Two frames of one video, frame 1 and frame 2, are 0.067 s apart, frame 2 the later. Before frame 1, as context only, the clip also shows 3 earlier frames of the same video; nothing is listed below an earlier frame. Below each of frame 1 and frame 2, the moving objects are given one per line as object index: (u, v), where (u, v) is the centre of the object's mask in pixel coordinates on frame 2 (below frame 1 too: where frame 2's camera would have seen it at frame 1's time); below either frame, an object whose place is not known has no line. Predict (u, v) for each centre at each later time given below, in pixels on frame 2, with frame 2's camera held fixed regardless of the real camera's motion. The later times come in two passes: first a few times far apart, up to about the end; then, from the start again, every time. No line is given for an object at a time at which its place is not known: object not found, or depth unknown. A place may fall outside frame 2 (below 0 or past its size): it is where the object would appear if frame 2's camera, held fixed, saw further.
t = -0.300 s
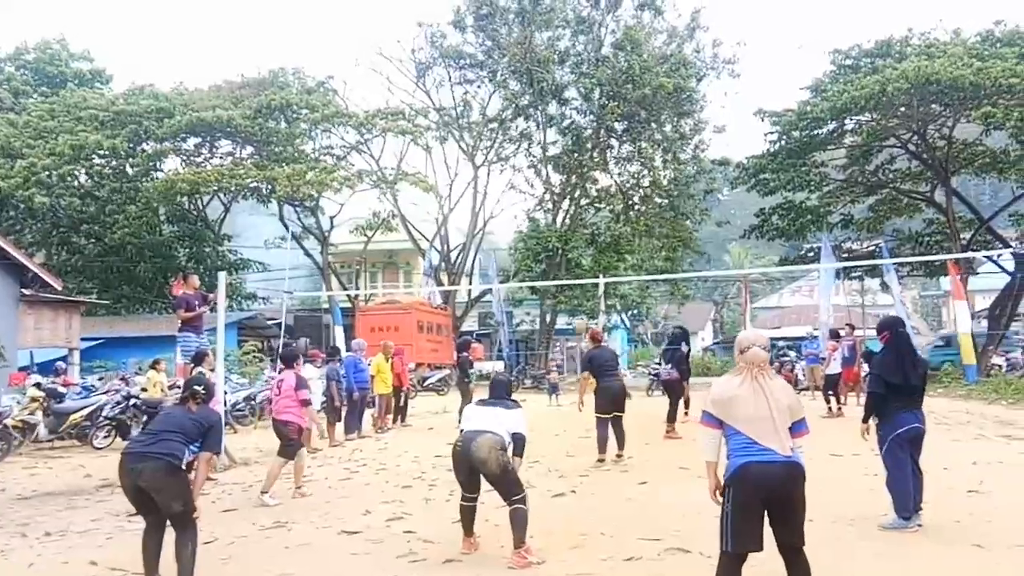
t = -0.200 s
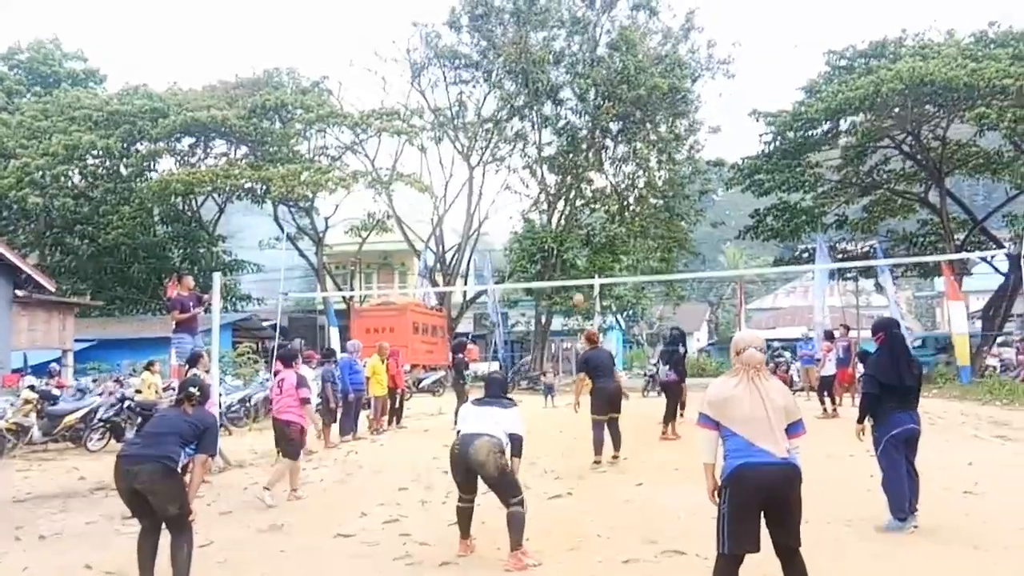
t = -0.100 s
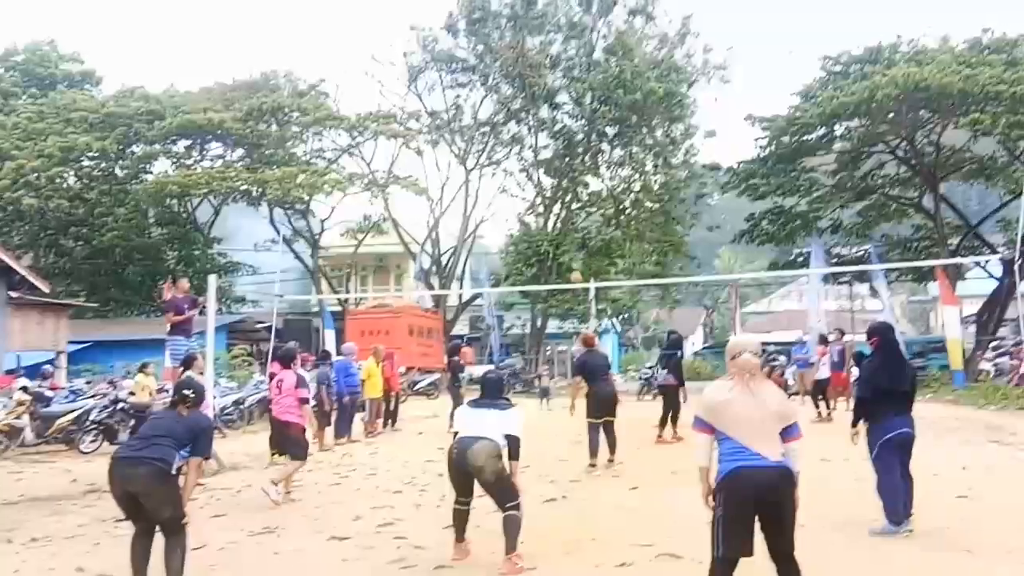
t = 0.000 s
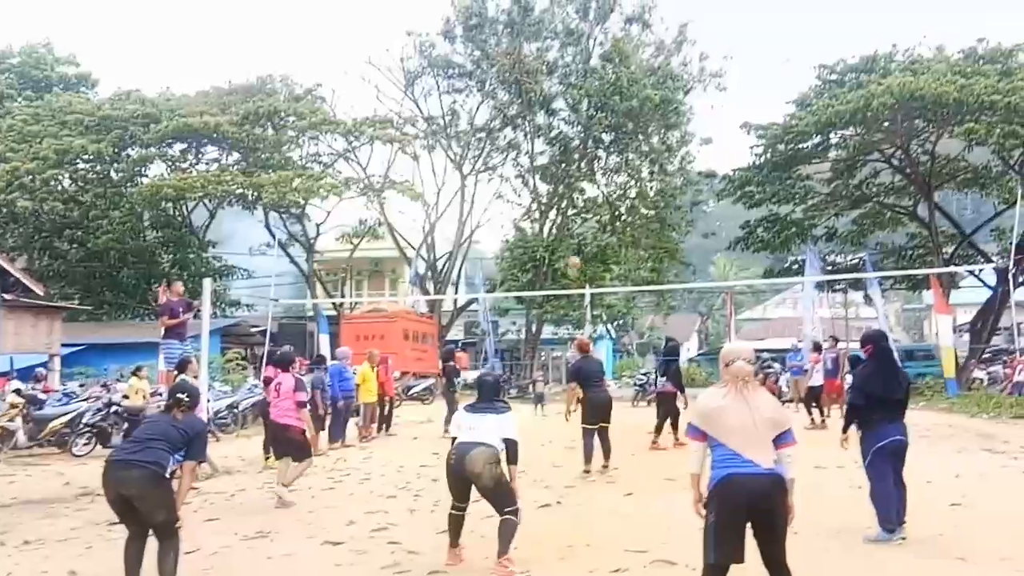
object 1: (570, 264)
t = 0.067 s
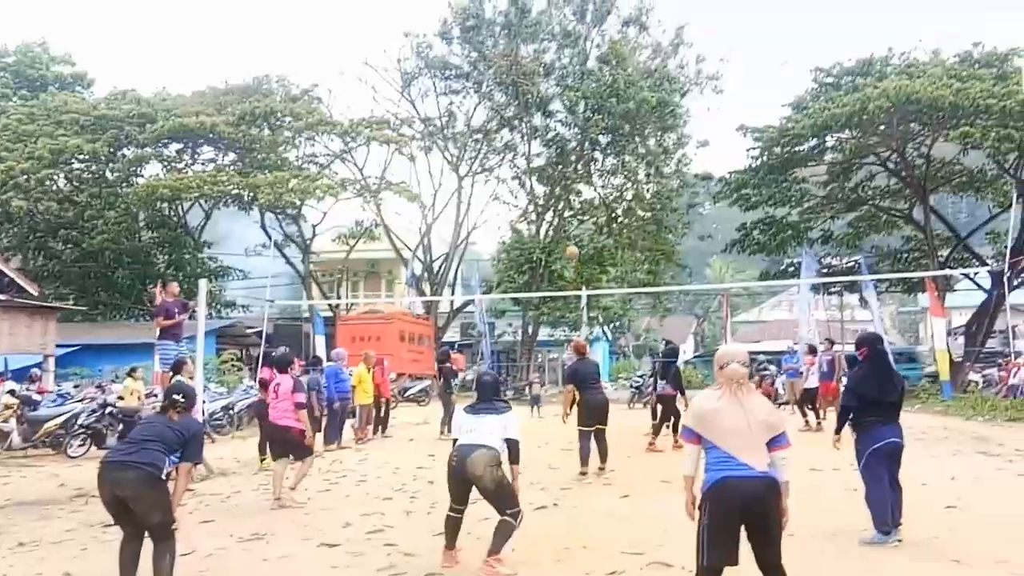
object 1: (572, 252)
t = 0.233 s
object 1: (576, 232)
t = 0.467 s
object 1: (582, 220)
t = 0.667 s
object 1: (588, 244)
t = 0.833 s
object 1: (595, 305)
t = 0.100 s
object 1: (573, 248)
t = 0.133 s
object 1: (573, 243)
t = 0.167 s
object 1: (575, 236)
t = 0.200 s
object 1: (576, 233)
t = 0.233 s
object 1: (576, 232)
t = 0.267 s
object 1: (577, 226)
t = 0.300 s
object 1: (579, 223)
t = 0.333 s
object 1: (580, 221)
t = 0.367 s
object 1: (581, 220)
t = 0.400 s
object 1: (581, 220)
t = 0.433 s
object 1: (581, 220)
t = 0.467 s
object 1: (582, 220)
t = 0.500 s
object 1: (583, 221)
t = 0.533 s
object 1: (583, 223)
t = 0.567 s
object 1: (585, 226)
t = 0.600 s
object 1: (586, 231)
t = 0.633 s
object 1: (587, 236)
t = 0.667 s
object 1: (588, 244)
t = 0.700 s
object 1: (589, 252)
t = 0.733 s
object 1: (591, 262)
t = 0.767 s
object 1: (592, 275)
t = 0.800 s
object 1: (593, 286)
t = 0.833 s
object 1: (595, 305)
